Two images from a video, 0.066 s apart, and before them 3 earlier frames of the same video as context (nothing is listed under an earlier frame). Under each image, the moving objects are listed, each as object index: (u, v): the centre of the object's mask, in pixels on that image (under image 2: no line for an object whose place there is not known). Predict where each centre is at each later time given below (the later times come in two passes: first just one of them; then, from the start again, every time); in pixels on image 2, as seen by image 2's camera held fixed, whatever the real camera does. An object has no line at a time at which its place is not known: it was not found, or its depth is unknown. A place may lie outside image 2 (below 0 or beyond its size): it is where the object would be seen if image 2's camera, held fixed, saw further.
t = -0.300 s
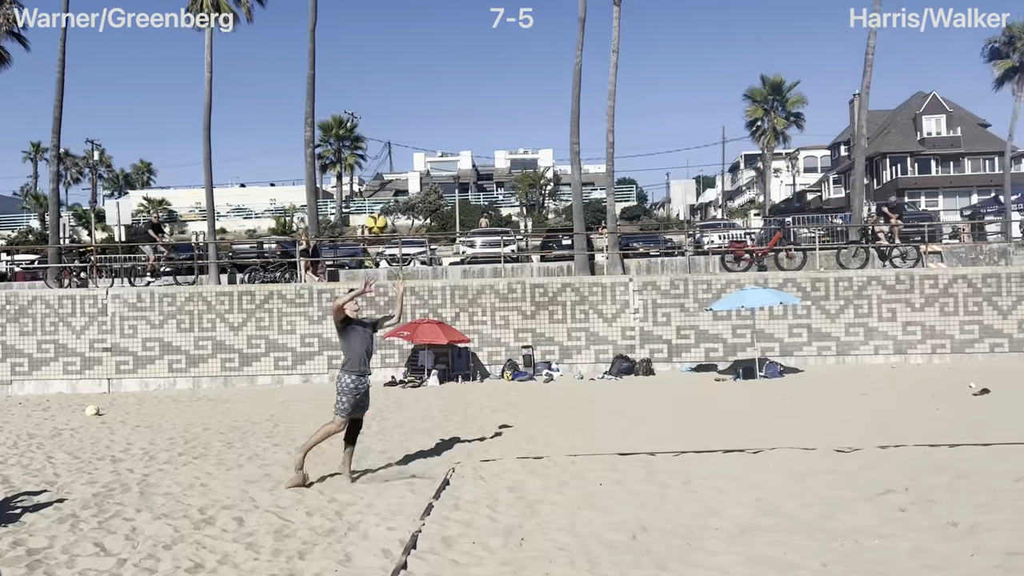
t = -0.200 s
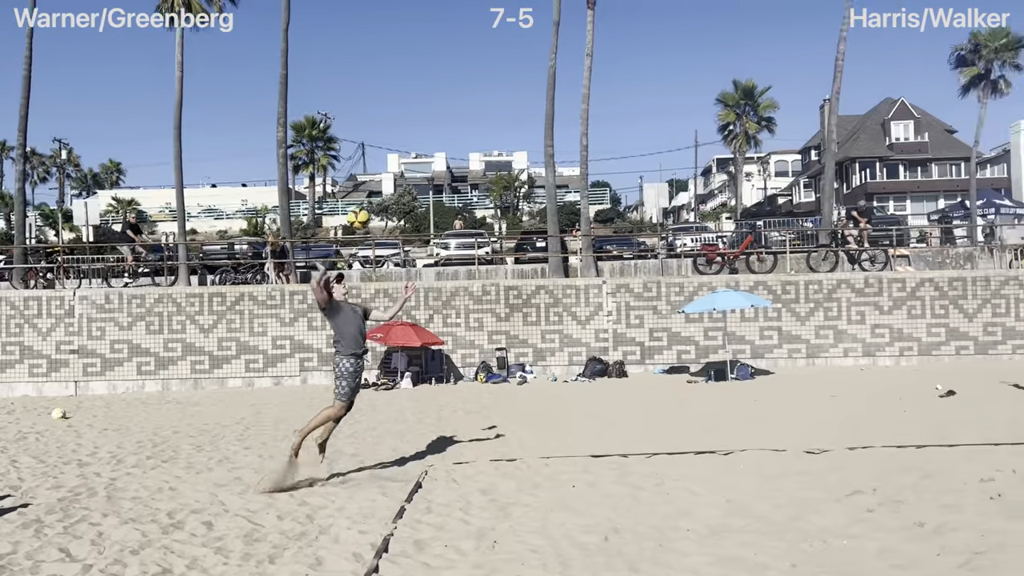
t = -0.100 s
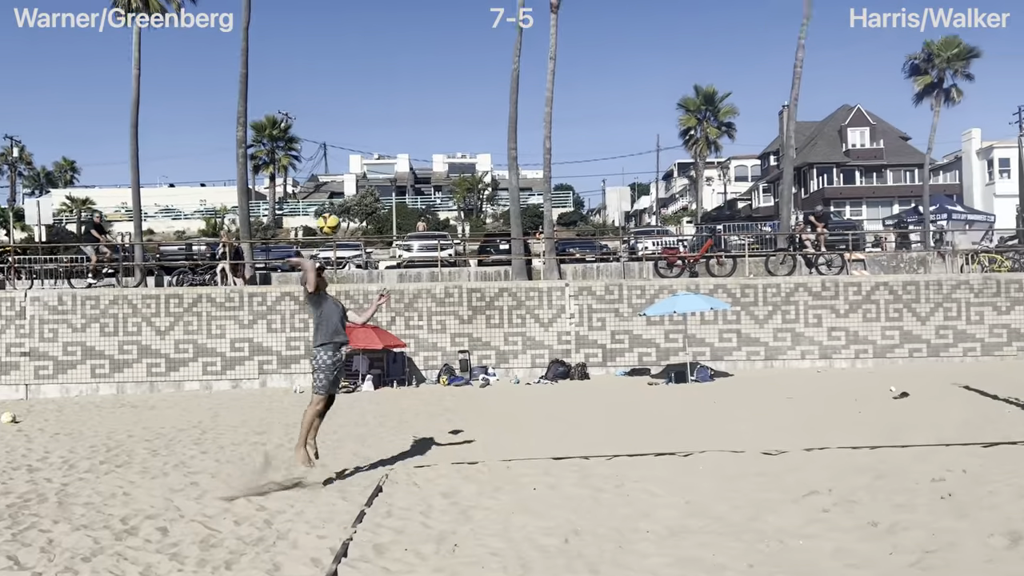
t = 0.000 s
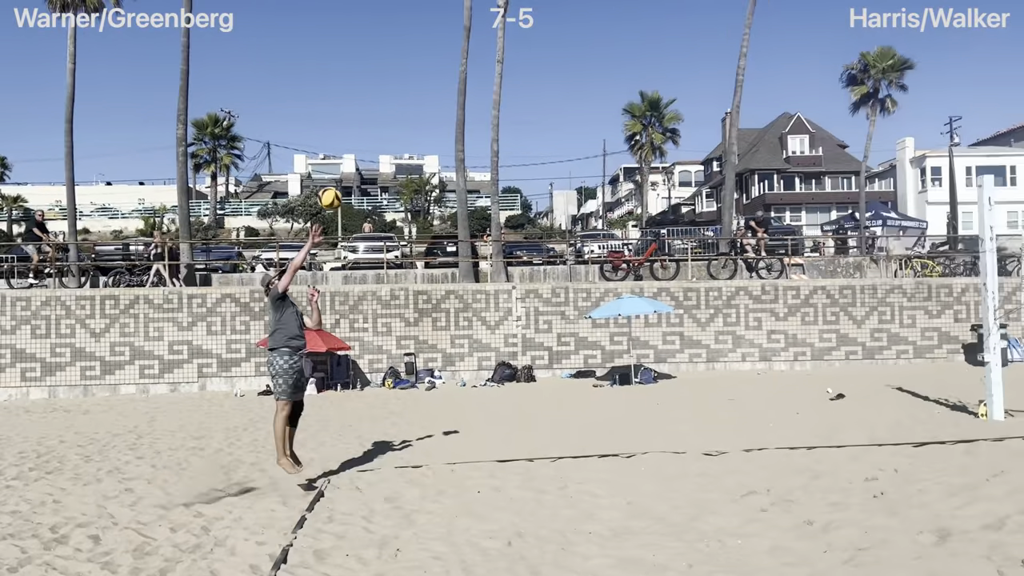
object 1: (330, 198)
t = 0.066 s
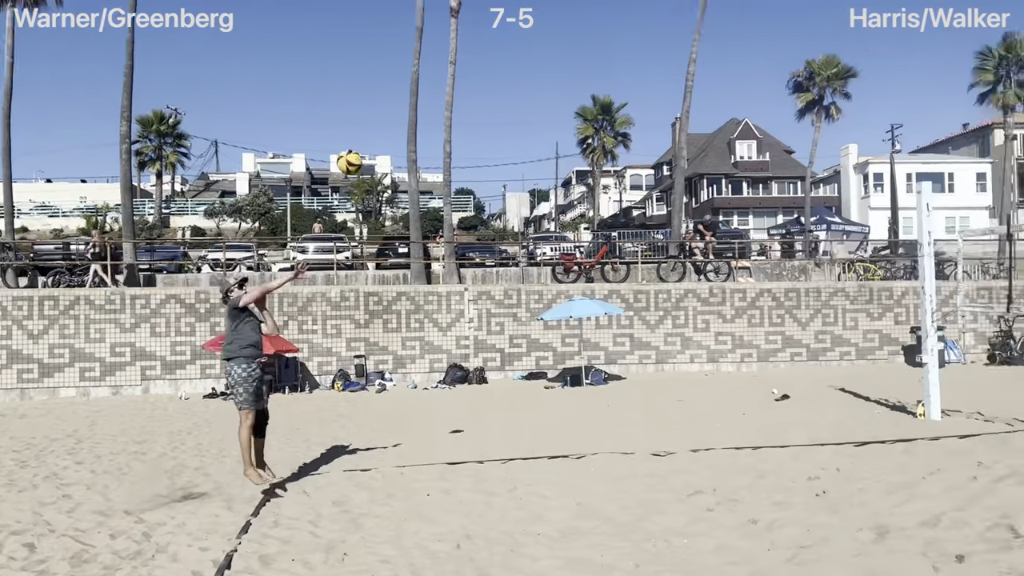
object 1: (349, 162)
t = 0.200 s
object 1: (488, 99)
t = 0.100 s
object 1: (382, 145)
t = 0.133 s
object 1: (417, 129)
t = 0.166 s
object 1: (452, 114)
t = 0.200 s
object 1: (488, 99)
